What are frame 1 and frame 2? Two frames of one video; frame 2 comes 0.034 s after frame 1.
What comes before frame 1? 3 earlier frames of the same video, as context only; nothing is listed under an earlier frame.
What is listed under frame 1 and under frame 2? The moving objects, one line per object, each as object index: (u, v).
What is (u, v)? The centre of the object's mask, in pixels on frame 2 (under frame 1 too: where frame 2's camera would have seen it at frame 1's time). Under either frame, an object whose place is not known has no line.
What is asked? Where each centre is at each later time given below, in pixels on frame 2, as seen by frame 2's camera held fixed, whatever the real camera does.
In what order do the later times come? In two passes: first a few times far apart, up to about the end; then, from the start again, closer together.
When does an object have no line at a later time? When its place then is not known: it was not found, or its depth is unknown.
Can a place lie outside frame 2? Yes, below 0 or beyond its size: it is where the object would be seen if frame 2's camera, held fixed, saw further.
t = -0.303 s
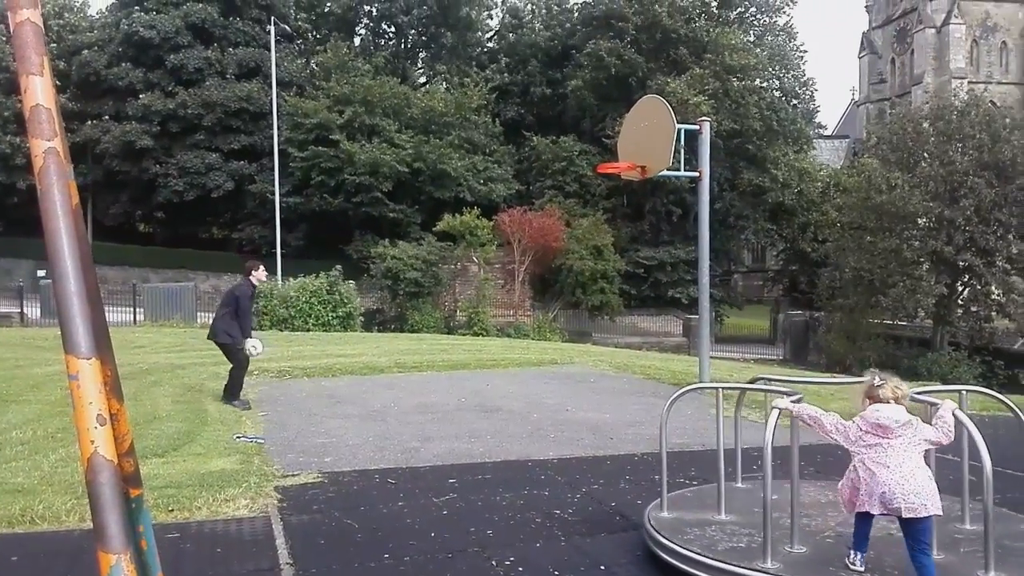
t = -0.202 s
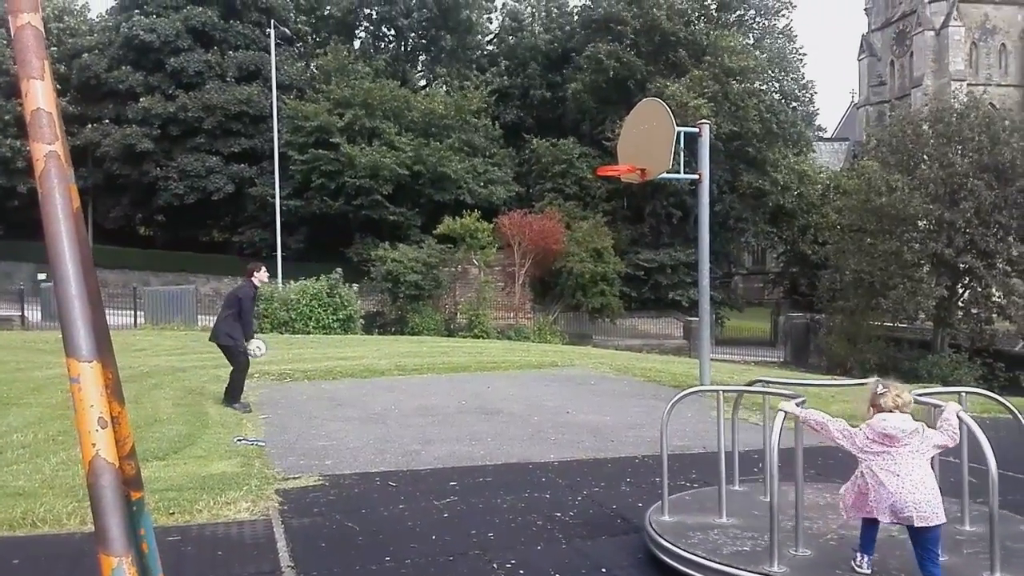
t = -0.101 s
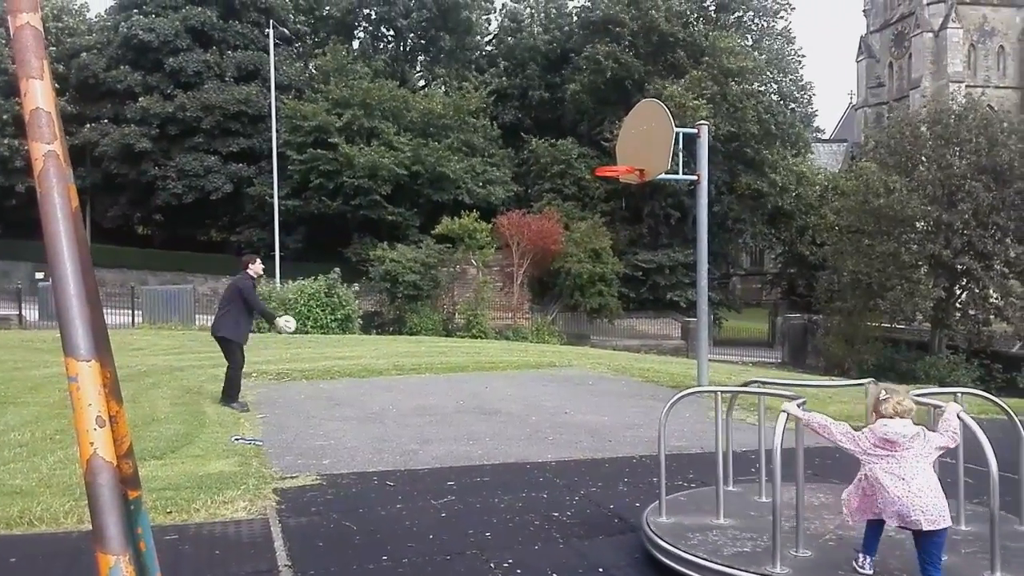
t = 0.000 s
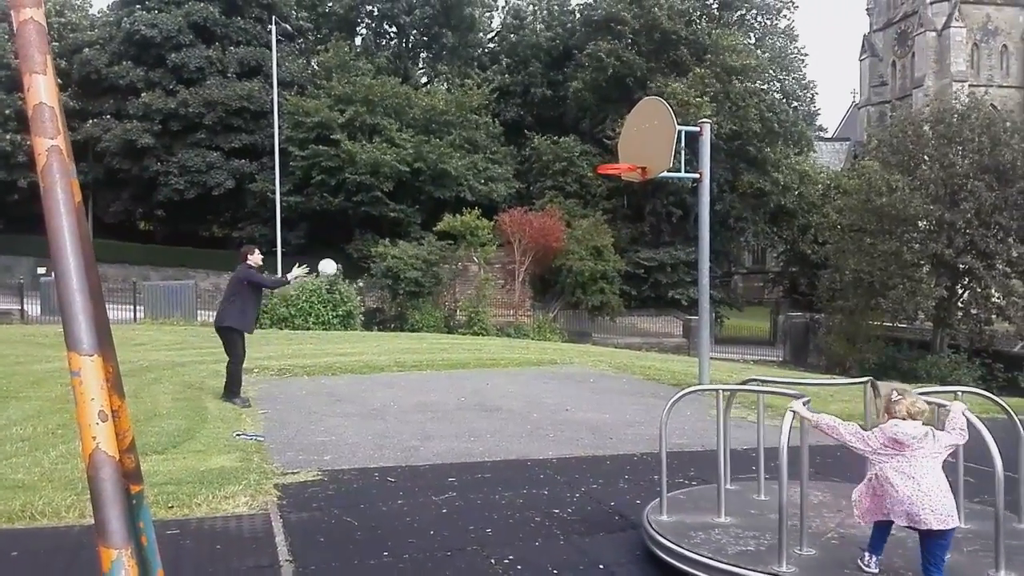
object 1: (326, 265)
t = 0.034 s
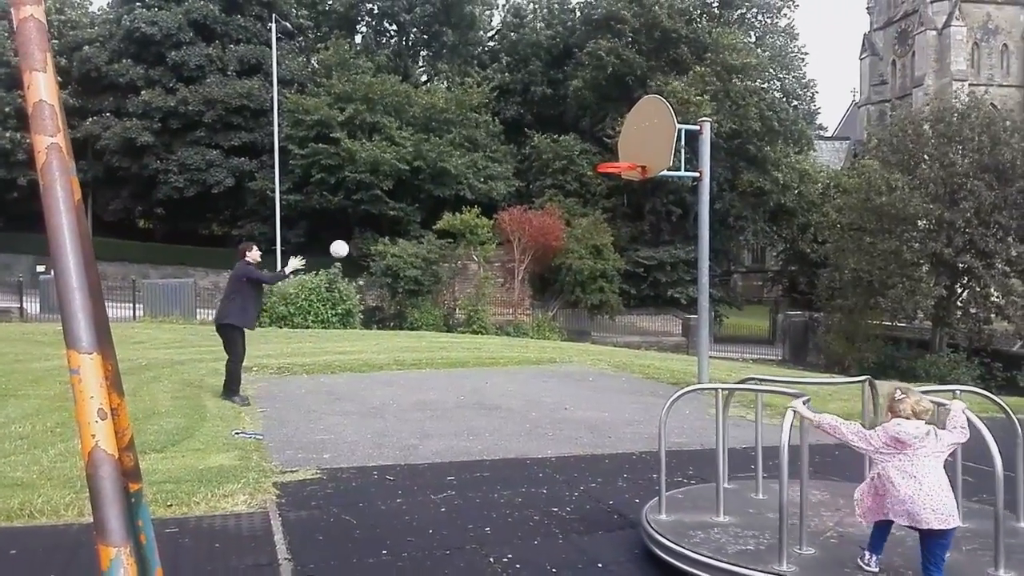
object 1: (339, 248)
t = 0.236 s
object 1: (412, 167)
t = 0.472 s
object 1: (493, 116)
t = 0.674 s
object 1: (560, 108)
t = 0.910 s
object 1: (633, 136)
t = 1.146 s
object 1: (605, 174)
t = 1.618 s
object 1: (609, 364)
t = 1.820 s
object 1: (613, 356)
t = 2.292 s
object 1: (624, 367)
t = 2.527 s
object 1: (630, 379)
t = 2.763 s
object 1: (637, 390)
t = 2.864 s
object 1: (638, 387)
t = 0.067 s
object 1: (351, 233)
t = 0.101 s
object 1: (364, 217)
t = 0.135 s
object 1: (376, 203)
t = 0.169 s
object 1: (388, 191)
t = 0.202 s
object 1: (400, 178)
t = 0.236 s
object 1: (412, 167)
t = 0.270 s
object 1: (423, 157)
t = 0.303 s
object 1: (435, 148)
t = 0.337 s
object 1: (447, 139)
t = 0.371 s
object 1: (459, 132)
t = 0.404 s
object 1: (470, 126)
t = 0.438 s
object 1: (481, 120)
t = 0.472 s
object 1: (493, 116)
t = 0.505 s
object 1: (504, 113)
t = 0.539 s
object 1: (515, 110)
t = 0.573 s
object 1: (527, 107)
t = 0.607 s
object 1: (538, 107)
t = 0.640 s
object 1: (549, 107)
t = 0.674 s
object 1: (560, 108)
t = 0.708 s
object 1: (570, 109)
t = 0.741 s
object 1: (581, 112)
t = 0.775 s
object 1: (591, 115)
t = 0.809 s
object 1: (602, 119)
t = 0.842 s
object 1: (613, 125)
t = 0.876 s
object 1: (622, 130)
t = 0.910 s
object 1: (633, 136)
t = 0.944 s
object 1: (632, 139)
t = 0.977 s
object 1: (627, 143)
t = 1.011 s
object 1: (622, 147)
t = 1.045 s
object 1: (618, 153)
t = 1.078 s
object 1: (613, 157)
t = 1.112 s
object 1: (608, 167)
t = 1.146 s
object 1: (605, 174)
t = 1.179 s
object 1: (605, 182)
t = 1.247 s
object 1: (605, 200)
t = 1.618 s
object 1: (609, 364)
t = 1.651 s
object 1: (609, 384)
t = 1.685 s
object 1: (610, 386)
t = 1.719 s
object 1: (611, 377)
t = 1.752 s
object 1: (612, 370)
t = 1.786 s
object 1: (612, 362)
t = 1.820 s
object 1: (613, 356)
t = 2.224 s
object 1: (623, 353)
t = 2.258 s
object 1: (624, 360)
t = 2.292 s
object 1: (624, 367)
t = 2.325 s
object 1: (625, 375)
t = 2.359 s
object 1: (625, 383)
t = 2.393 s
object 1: (626, 391)
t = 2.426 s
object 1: (627, 387)
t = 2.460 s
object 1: (628, 384)
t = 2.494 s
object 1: (629, 381)
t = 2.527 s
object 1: (630, 379)
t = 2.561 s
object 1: (631, 378)
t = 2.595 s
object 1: (632, 378)
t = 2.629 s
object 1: (633, 378)
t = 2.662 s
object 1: (634, 380)
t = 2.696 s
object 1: (635, 382)
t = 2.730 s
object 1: (636, 386)
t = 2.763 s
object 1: (637, 390)
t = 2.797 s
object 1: (638, 390)
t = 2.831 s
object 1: (638, 389)
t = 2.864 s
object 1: (638, 387)
